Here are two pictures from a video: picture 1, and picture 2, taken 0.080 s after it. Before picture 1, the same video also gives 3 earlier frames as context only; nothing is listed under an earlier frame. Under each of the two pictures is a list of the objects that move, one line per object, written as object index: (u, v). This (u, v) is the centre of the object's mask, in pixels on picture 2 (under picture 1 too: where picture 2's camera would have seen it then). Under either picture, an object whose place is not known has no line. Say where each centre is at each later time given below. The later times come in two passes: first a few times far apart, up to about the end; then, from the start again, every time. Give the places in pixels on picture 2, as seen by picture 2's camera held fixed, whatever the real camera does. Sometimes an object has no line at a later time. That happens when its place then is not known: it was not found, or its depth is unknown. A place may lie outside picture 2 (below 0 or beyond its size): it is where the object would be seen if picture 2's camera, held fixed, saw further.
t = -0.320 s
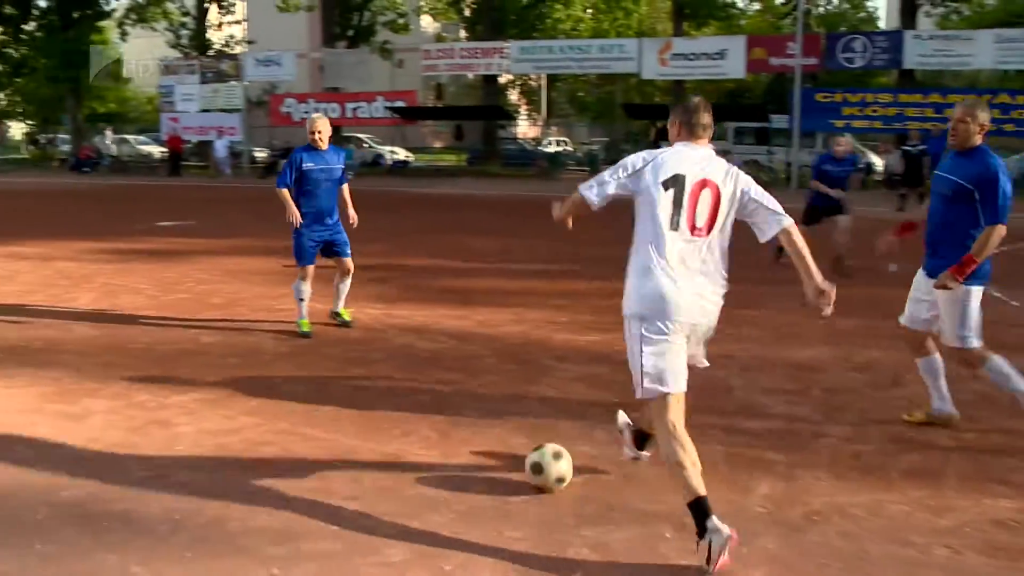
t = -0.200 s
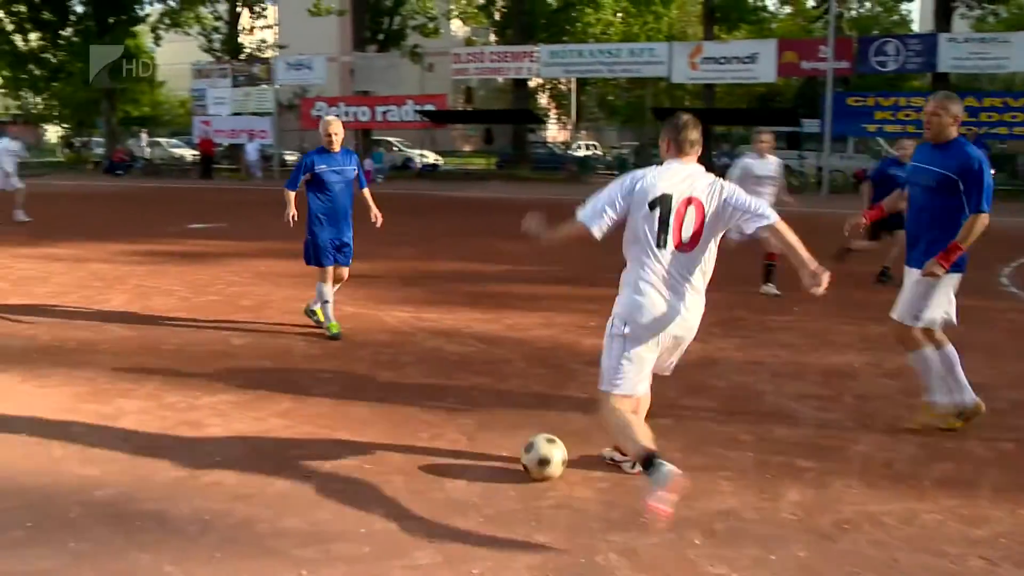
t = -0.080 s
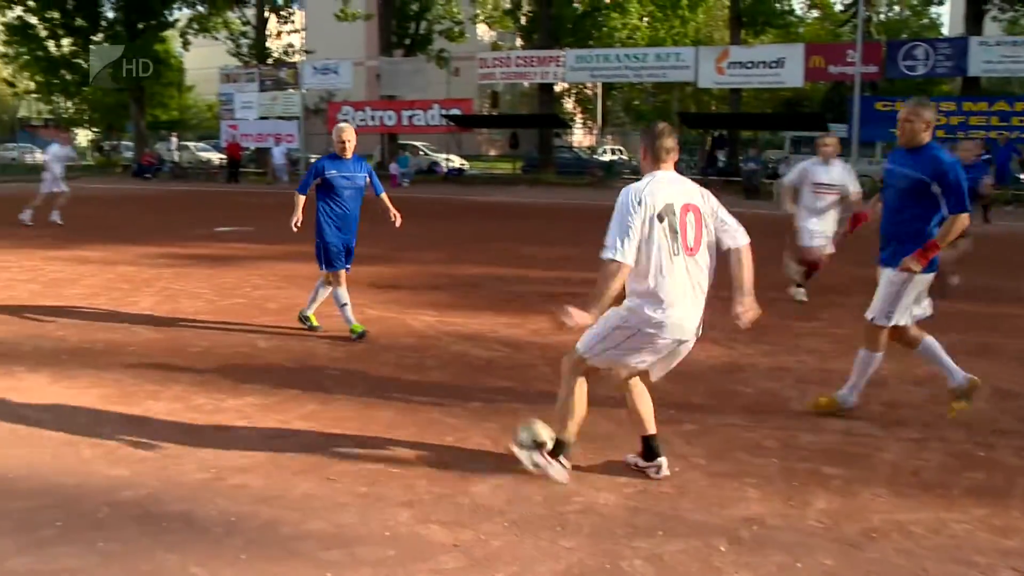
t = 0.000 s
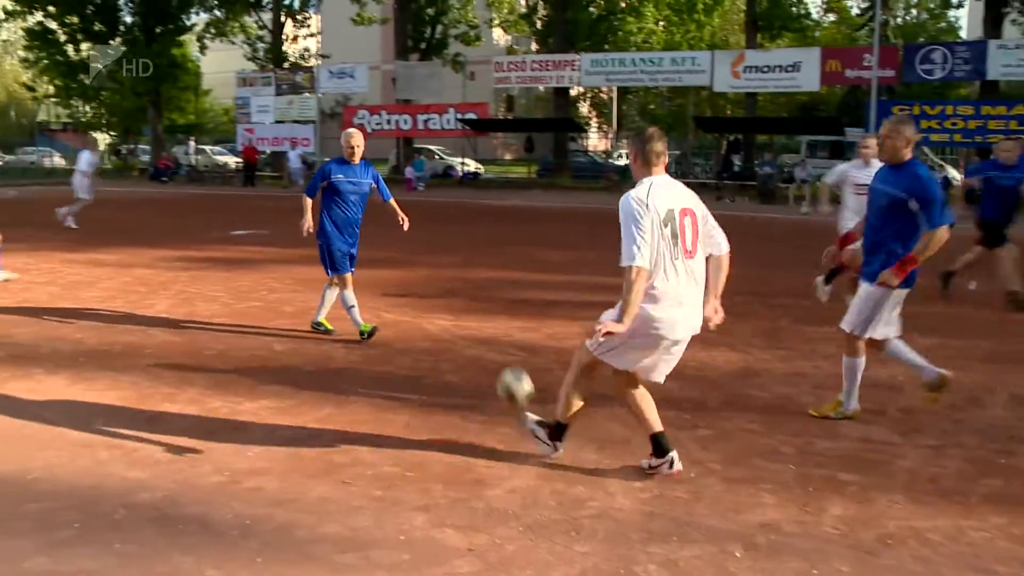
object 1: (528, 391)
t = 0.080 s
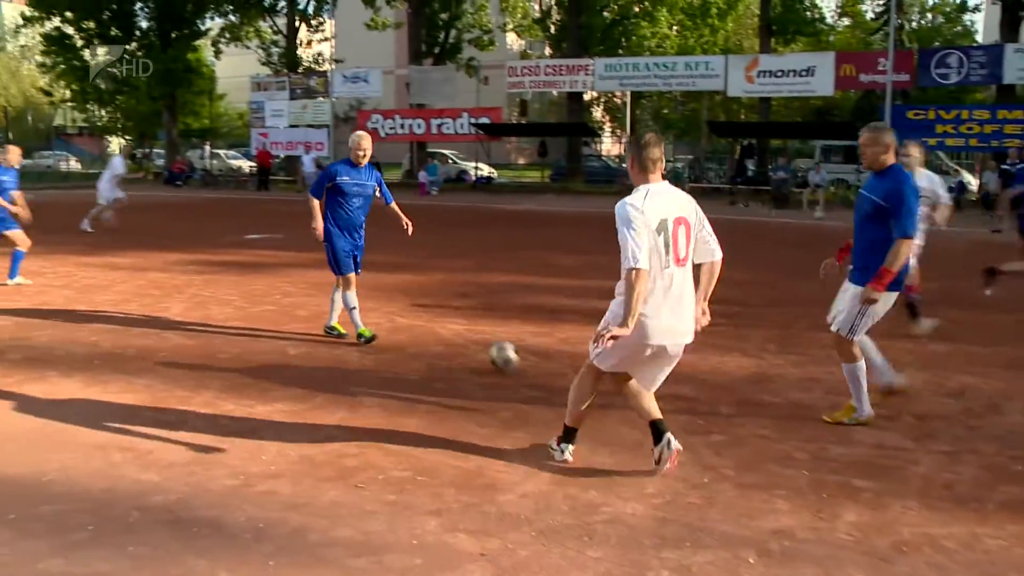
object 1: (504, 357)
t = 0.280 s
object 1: (472, 302)
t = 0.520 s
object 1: (456, 265)
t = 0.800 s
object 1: (449, 243)
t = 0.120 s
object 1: (496, 345)
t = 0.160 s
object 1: (488, 330)
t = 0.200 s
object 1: (482, 320)
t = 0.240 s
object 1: (477, 312)
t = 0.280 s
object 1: (472, 302)
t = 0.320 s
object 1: (468, 294)
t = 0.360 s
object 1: (465, 288)
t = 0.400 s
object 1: (462, 284)
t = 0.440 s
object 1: (460, 277)
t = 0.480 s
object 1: (458, 269)
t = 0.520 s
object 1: (456, 265)
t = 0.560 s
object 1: (455, 261)
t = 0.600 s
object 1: (453, 260)
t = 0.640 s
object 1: (452, 258)
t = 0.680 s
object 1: (451, 251)
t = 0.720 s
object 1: (451, 247)
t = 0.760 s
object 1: (449, 244)
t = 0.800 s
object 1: (449, 243)
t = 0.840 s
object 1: (449, 243)
